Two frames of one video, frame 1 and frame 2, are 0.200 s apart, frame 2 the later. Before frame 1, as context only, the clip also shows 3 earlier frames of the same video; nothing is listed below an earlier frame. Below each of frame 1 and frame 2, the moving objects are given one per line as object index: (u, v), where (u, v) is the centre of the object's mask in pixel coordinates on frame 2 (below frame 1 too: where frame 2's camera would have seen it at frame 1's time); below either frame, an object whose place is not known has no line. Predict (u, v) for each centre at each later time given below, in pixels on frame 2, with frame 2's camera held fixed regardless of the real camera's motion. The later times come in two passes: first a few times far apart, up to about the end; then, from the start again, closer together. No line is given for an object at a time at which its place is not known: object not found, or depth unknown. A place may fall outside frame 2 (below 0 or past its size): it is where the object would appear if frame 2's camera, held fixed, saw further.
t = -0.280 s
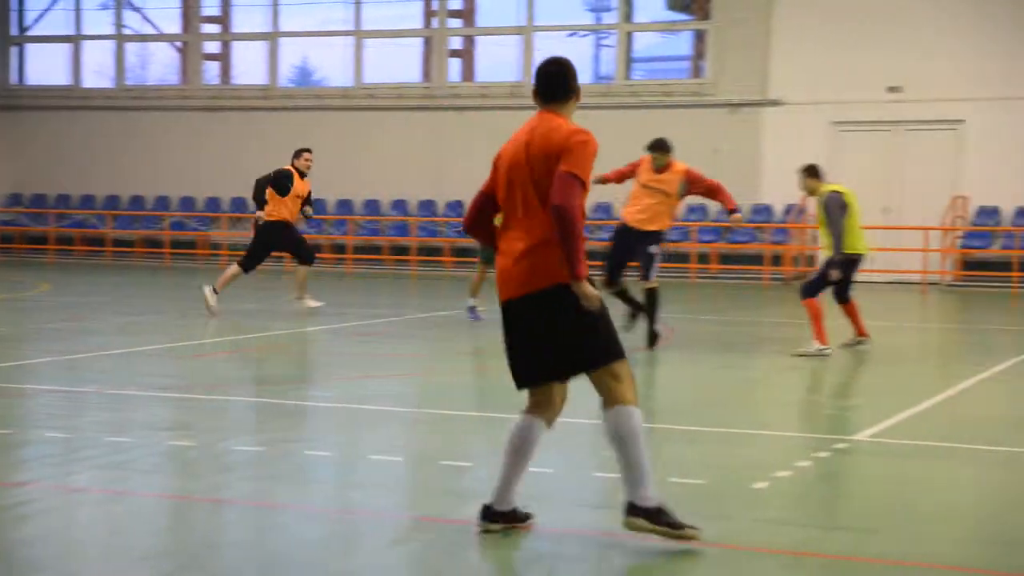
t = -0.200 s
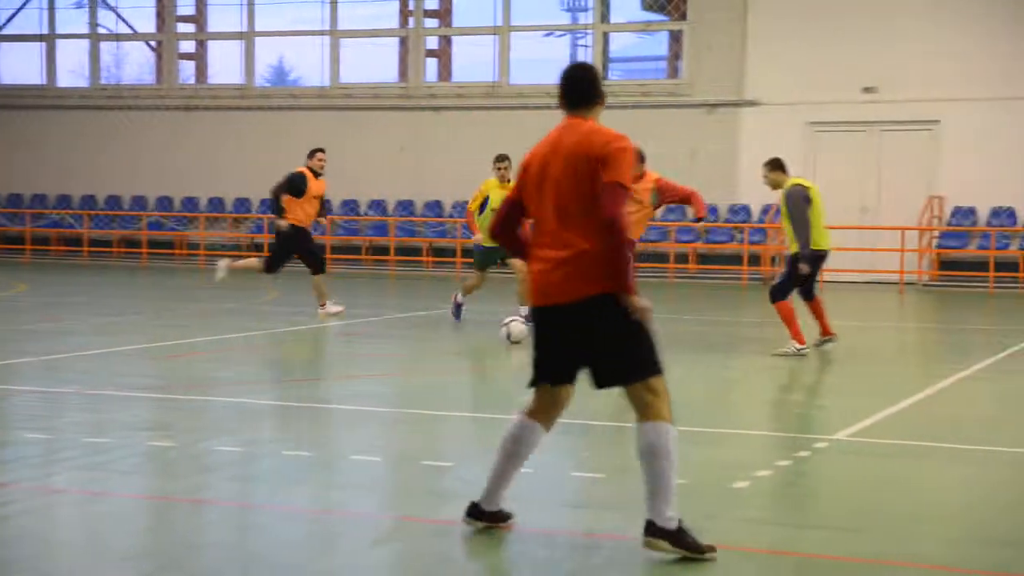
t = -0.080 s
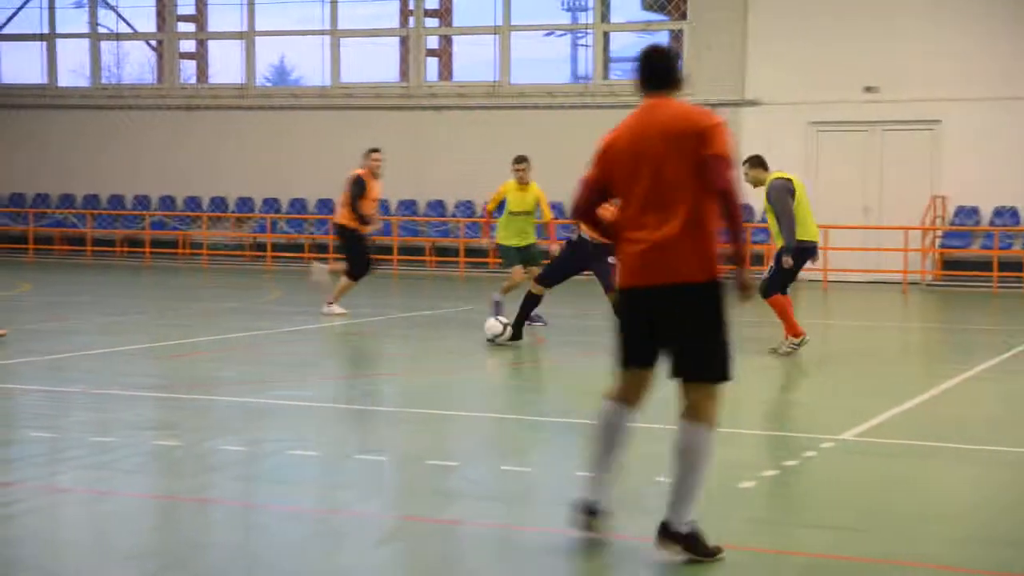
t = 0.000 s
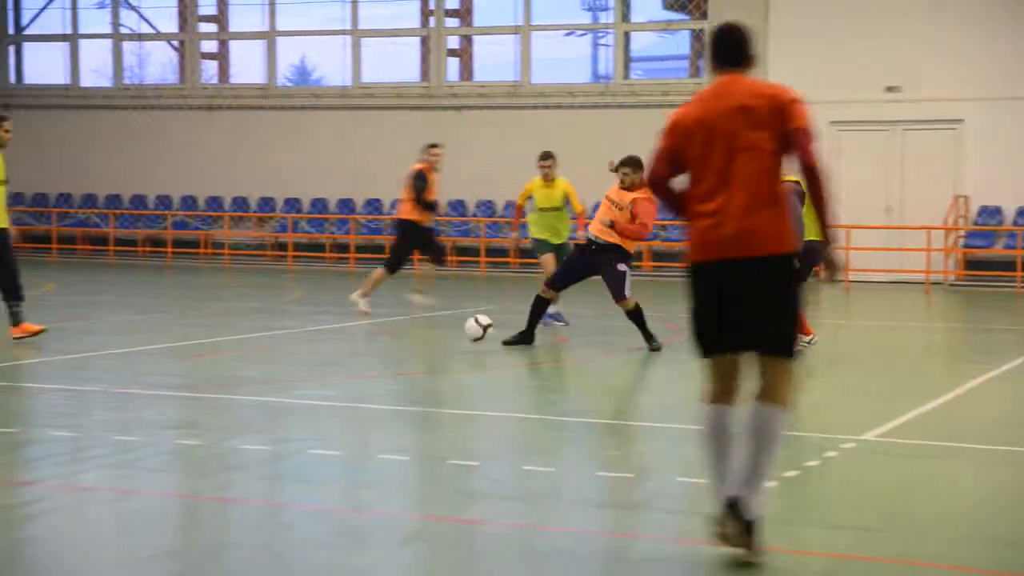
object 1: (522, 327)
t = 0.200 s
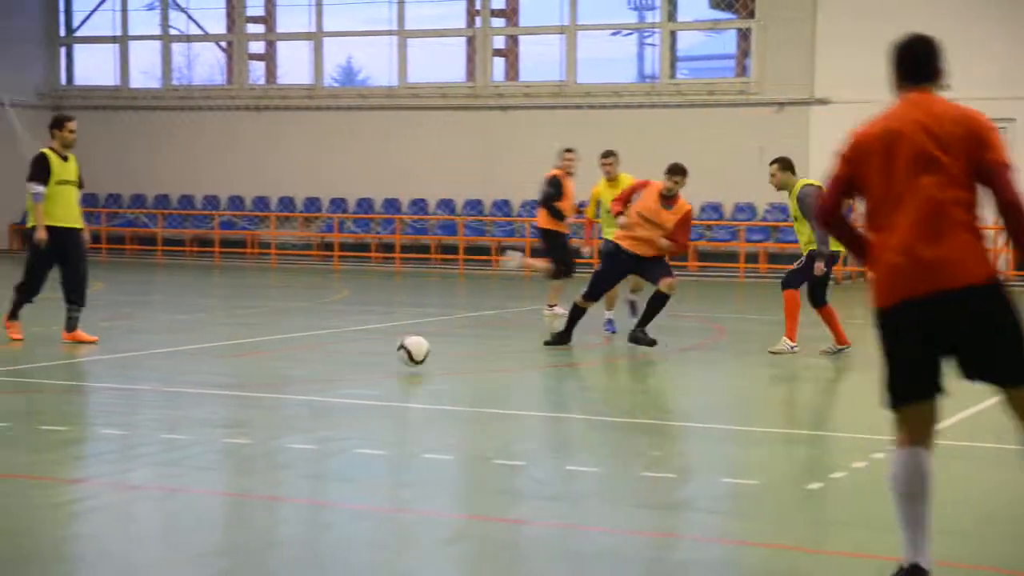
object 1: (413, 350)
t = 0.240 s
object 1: (392, 350)
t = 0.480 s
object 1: (255, 374)
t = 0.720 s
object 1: (114, 401)
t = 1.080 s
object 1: (-165, 459)
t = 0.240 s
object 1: (392, 350)
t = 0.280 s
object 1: (370, 352)
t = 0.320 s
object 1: (348, 357)
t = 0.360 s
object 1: (324, 364)
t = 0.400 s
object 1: (299, 375)
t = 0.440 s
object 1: (277, 374)
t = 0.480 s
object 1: (255, 374)
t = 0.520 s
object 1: (233, 378)
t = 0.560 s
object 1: (209, 385)
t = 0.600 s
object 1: (184, 396)
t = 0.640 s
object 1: (162, 396)
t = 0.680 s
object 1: (138, 397)
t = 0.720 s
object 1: (114, 401)
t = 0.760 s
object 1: (86, 411)
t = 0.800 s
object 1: (59, 419)
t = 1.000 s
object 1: (-96, 448)
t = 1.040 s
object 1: (-131, 451)
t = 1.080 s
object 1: (-165, 459)
